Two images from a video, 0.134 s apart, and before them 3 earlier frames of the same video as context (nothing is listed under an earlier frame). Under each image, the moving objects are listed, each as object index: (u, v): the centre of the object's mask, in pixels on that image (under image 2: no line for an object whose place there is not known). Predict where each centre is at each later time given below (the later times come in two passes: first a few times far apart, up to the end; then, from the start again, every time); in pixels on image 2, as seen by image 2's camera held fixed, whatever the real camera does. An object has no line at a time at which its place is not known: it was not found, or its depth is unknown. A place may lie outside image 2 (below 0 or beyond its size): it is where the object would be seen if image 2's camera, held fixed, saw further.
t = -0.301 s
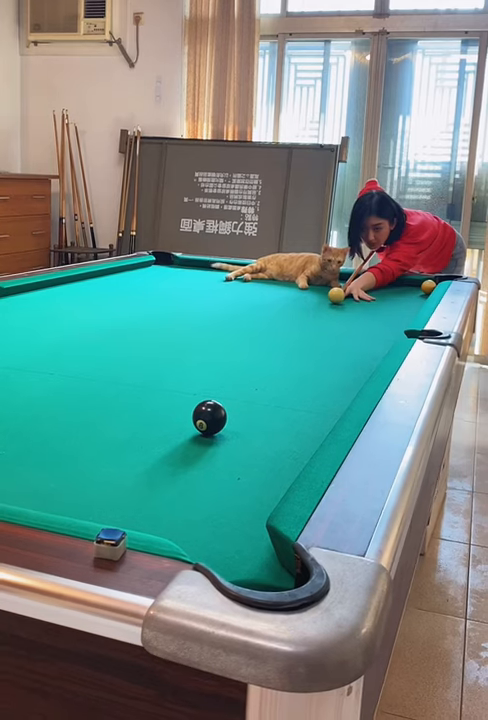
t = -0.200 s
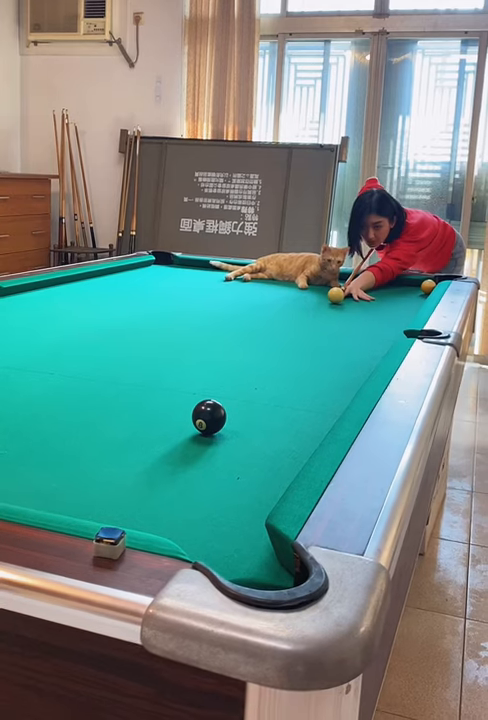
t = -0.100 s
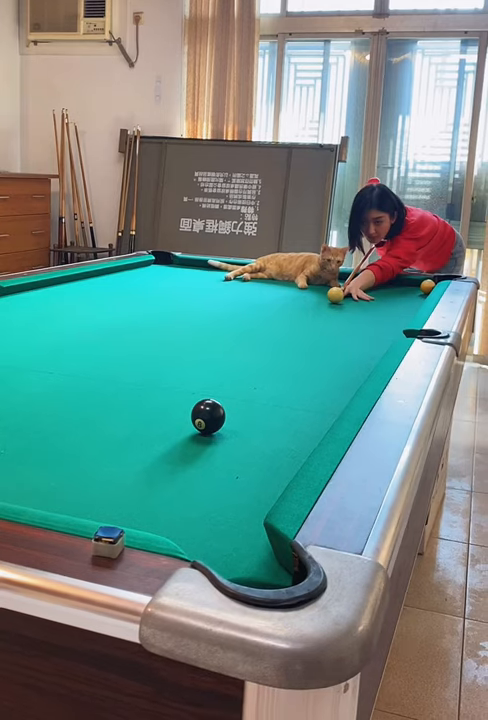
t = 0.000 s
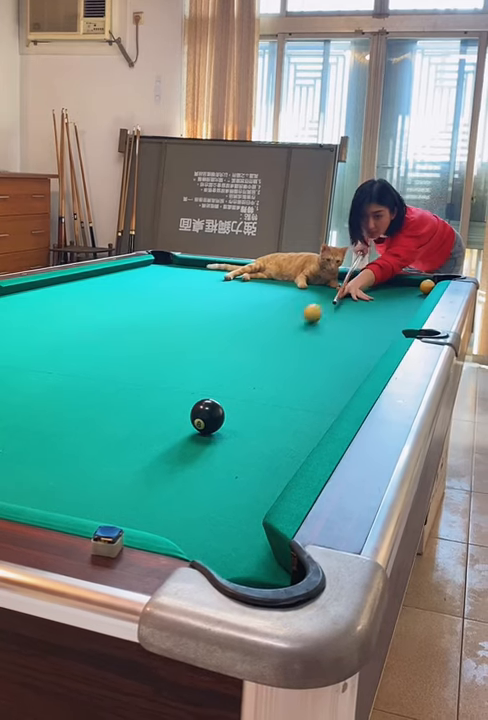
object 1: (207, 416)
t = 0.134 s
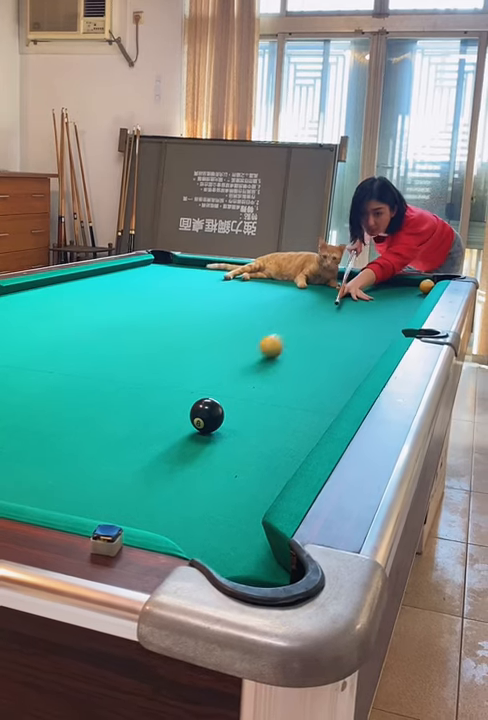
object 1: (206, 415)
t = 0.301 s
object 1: (219, 450)
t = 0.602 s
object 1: (265, 471)
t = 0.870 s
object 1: (280, 419)
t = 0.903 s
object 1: (282, 414)
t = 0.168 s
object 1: (206, 415)
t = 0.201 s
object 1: (206, 415)
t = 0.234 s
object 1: (206, 415)
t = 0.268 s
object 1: (206, 415)
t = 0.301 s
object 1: (219, 450)
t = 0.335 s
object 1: (228, 473)
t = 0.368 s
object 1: (238, 501)
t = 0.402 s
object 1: (223, 523)
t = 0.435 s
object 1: (188, 532)
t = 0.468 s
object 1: (209, 523)
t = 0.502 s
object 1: (232, 511)
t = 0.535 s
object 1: (251, 499)
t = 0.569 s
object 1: (260, 488)
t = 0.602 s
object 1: (265, 471)
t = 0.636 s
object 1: (268, 463)
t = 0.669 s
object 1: (270, 456)
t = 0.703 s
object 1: (272, 449)
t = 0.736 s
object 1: (274, 442)
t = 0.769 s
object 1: (275, 436)
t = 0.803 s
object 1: (277, 430)
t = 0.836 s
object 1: (279, 424)
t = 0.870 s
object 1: (280, 419)
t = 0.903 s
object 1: (282, 414)
